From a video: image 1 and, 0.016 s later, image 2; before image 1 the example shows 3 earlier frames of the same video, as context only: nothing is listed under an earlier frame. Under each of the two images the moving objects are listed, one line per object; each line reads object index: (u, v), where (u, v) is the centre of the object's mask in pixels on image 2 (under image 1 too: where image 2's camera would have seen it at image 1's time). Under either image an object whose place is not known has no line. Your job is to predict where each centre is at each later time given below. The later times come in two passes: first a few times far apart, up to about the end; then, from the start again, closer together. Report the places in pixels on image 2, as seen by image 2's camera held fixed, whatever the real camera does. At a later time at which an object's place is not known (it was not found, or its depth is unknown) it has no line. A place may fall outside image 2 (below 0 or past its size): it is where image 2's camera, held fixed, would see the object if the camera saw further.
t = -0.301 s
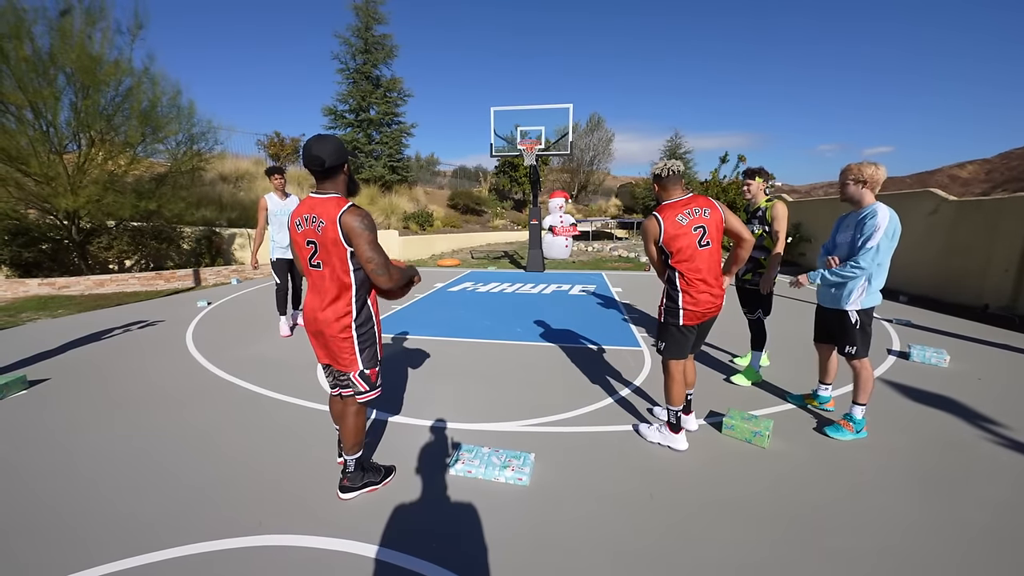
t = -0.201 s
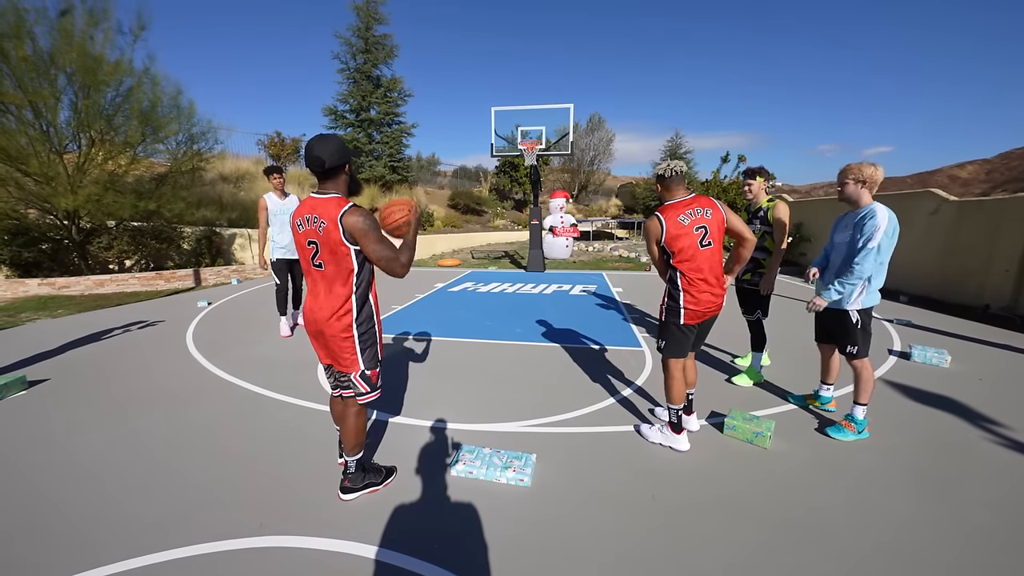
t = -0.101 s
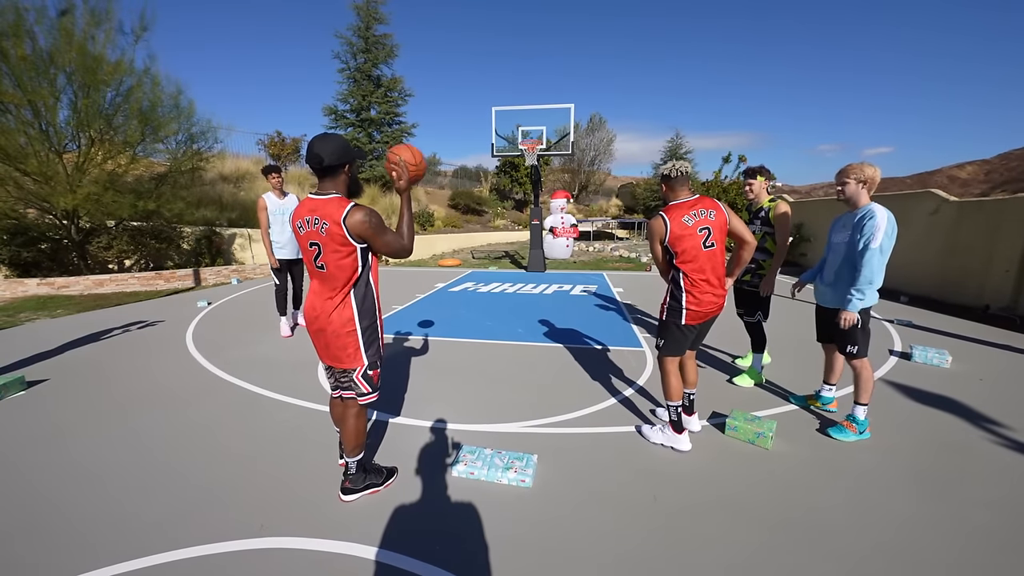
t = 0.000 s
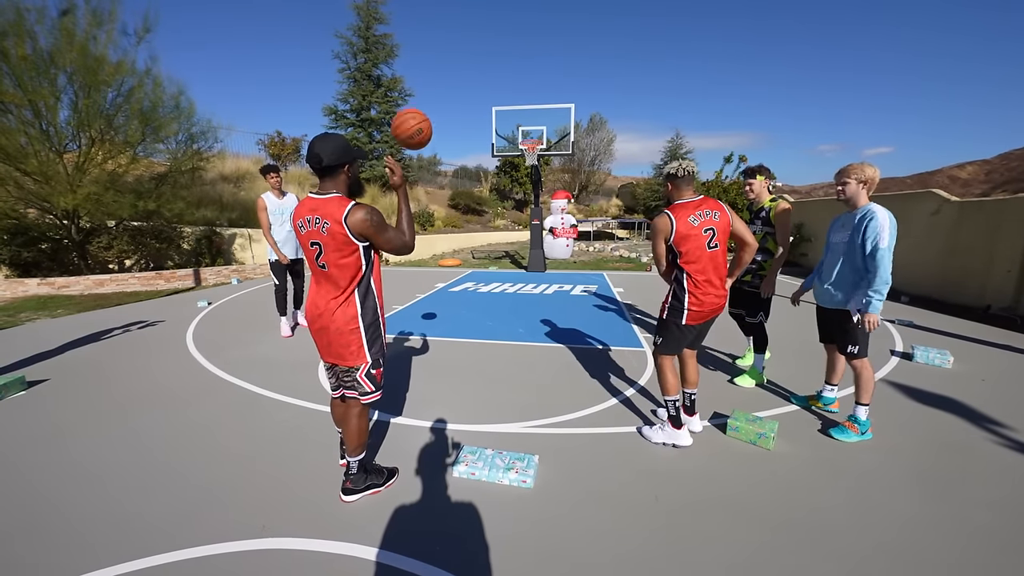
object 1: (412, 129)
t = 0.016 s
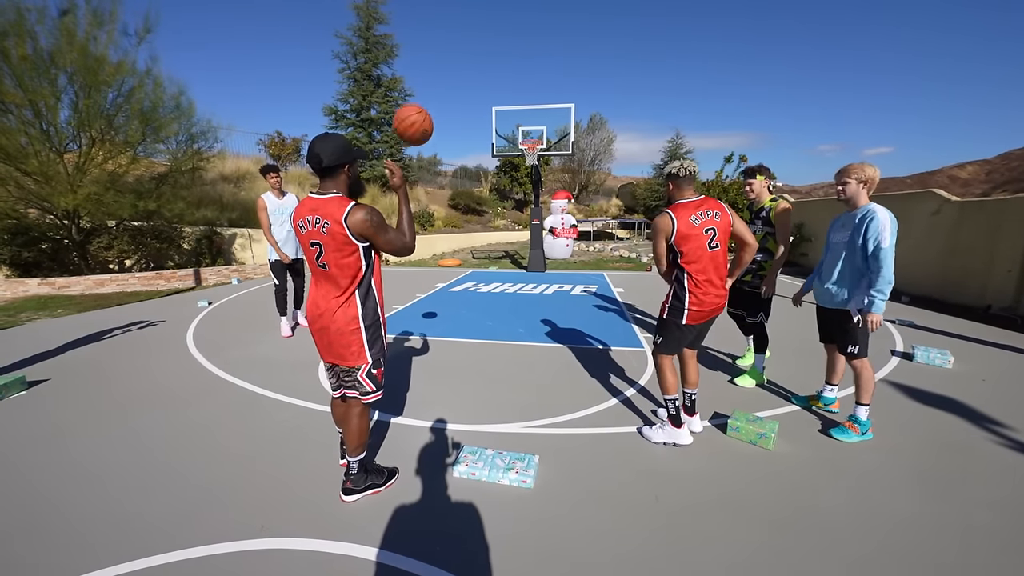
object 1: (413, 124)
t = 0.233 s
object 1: (427, 114)
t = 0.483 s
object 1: (446, 187)
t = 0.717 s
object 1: (465, 313)
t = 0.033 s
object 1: (414, 121)
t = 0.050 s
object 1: (415, 118)
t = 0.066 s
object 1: (416, 115)
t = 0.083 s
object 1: (417, 113)
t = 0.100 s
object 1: (418, 111)
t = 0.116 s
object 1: (419, 110)
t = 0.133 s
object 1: (420, 109)
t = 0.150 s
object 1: (421, 109)
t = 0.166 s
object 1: (422, 109)
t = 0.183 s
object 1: (423, 110)
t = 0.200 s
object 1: (425, 111)
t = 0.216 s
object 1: (426, 112)
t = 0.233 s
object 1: (427, 114)
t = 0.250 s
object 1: (428, 117)
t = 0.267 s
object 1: (430, 119)
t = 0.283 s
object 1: (431, 122)
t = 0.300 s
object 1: (432, 126)
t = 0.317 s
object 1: (434, 130)
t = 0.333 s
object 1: (435, 134)
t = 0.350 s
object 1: (437, 139)
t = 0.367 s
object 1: (438, 144)
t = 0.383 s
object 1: (439, 149)
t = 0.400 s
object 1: (441, 155)
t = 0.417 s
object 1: (442, 161)
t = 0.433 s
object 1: (443, 167)
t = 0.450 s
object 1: (444, 174)
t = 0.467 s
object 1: (446, 181)
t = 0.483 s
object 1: (446, 187)
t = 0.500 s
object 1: (448, 195)
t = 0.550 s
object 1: (452, 219)
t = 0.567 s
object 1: (453, 228)
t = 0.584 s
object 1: (454, 236)
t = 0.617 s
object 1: (457, 255)
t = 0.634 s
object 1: (458, 264)
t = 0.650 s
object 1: (460, 273)
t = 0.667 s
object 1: (461, 283)
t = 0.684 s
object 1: (462, 293)
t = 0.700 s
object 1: (464, 303)
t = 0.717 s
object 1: (465, 313)
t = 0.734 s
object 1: (467, 323)
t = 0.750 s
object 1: (468, 333)
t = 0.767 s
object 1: (469, 344)
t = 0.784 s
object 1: (470, 355)
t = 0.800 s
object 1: (472, 365)
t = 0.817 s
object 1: (473, 375)
